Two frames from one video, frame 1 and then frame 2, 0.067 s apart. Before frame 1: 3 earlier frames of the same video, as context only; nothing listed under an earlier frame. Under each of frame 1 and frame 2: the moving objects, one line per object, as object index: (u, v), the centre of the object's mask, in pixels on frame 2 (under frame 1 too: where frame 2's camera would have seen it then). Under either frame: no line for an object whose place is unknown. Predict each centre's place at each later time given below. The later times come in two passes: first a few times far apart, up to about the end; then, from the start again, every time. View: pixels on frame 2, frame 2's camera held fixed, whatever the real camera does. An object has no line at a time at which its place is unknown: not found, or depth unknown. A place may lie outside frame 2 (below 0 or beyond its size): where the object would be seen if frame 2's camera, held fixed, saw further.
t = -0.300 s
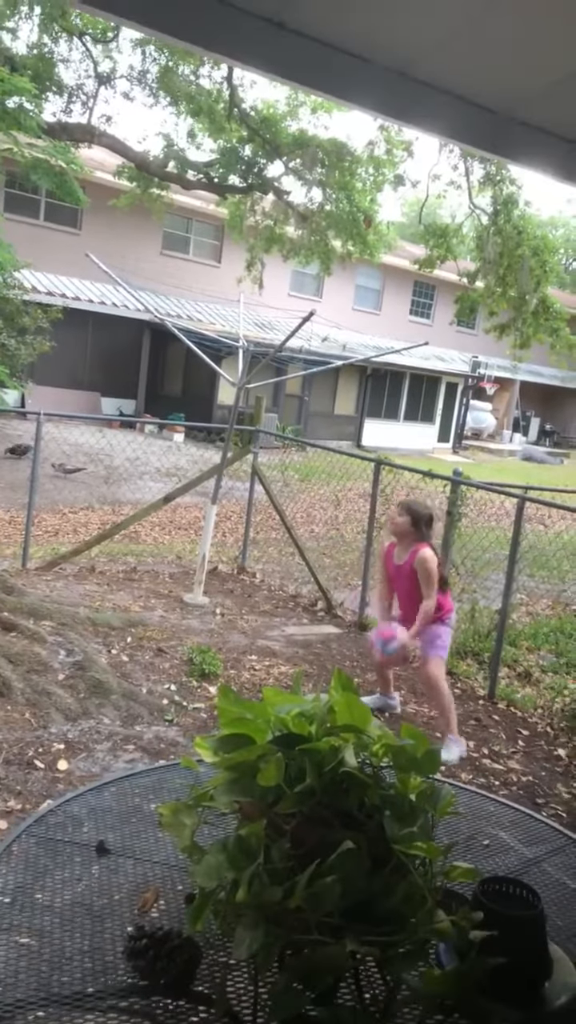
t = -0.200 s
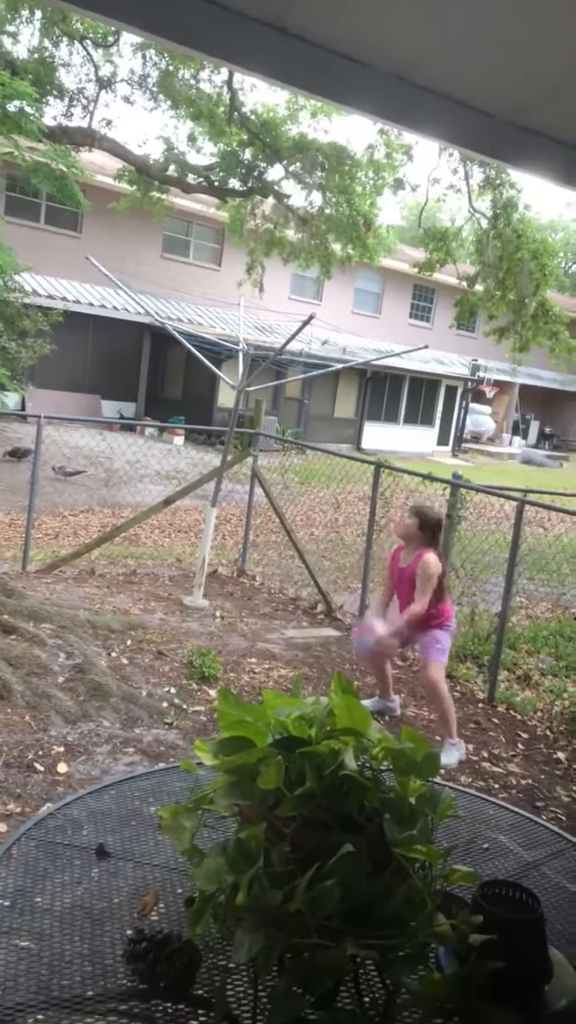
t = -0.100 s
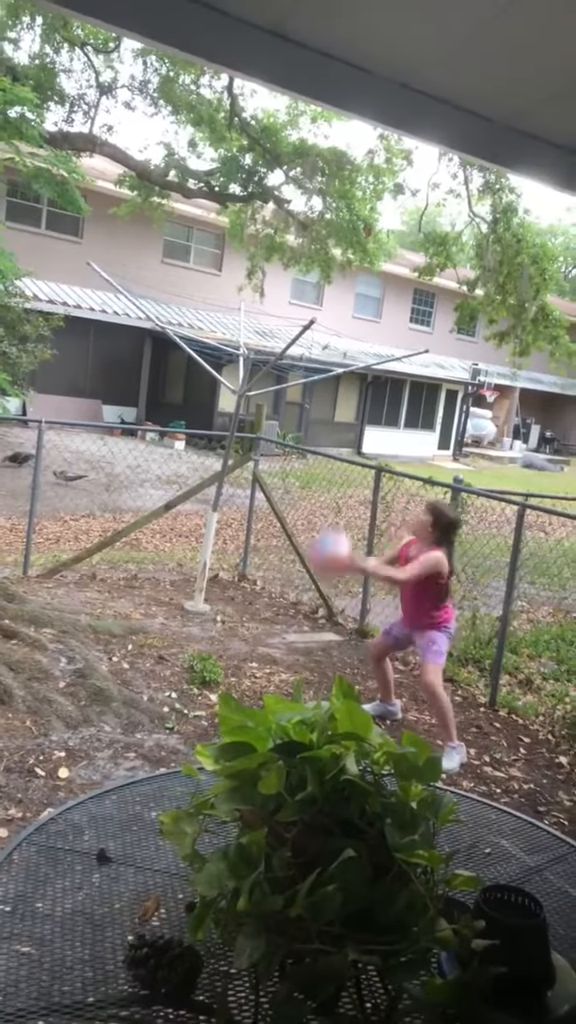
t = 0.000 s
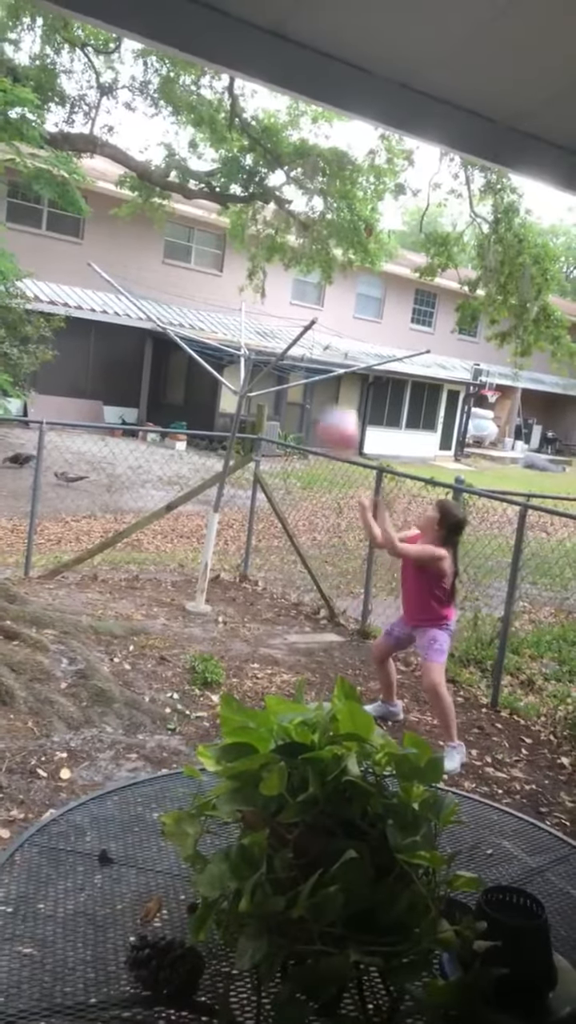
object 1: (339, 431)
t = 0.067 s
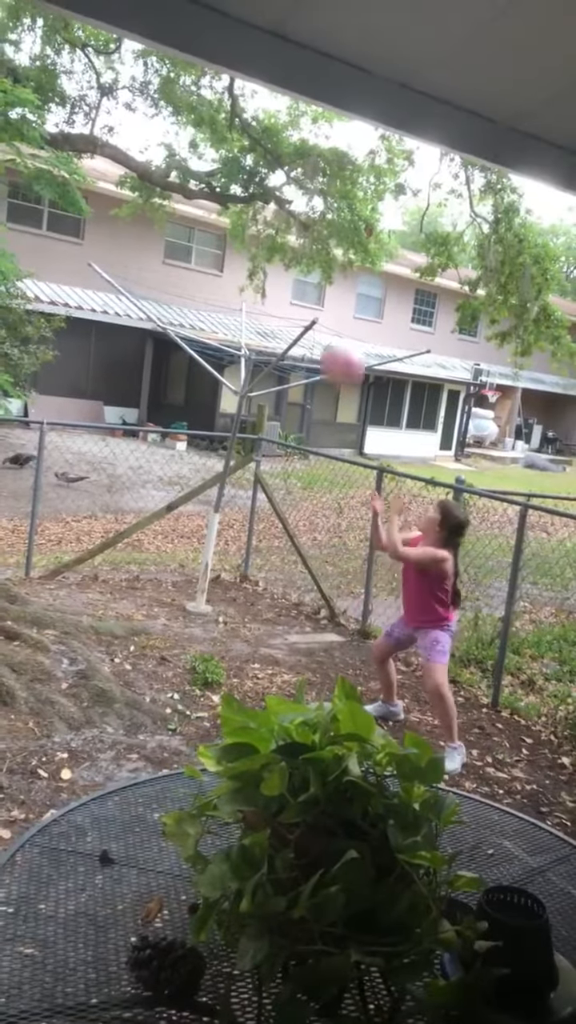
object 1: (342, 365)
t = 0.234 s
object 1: (346, 234)
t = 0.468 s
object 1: (324, 158)
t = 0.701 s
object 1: (292, 187)
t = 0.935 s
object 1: (257, 304)
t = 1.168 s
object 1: (217, 329)
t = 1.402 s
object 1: (166, 417)
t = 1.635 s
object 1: (114, 590)
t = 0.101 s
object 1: (345, 330)
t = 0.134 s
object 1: (346, 301)
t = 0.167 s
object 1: (347, 276)
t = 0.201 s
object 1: (347, 253)
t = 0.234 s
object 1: (346, 234)
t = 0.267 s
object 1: (344, 215)
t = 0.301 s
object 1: (341, 200)
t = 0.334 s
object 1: (339, 186)
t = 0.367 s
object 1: (336, 175)
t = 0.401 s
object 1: (332, 169)
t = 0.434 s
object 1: (327, 163)
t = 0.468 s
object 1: (324, 158)
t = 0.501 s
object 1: (320, 156)
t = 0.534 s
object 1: (316, 156)
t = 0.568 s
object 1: (312, 159)
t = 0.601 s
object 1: (308, 161)
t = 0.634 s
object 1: (303, 168)
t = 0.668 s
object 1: (298, 176)
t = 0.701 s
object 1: (292, 187)
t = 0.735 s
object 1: (289, 197)
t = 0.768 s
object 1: (283, 214)
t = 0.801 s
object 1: (279, 227)
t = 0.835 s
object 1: (274, 246)
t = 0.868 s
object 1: (268, 263)
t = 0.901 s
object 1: (263, 284)
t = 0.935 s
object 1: (257, 304)
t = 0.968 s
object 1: (252, 318)
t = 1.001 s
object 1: (247, 317)
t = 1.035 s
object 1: (241, 314)
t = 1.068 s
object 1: (235, 314)
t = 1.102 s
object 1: (228, 318)
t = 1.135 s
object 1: (222, 323)
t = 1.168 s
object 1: (217, 329)
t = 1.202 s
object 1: (213, 337)
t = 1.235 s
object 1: (205, 345)
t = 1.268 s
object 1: (197, 355)
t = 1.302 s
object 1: (190, 368)
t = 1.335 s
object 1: (182, 383)
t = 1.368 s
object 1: (173, 400)
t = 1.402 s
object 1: (166, 417)
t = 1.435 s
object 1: (159, 440)
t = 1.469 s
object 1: (151, 463)
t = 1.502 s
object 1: (151, 481)
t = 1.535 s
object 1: (138, 507)
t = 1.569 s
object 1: (130, 532)
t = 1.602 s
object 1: (122, 562)
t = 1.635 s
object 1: (114, 590)
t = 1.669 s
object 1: (103, 621)
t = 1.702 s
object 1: (116, 613)
